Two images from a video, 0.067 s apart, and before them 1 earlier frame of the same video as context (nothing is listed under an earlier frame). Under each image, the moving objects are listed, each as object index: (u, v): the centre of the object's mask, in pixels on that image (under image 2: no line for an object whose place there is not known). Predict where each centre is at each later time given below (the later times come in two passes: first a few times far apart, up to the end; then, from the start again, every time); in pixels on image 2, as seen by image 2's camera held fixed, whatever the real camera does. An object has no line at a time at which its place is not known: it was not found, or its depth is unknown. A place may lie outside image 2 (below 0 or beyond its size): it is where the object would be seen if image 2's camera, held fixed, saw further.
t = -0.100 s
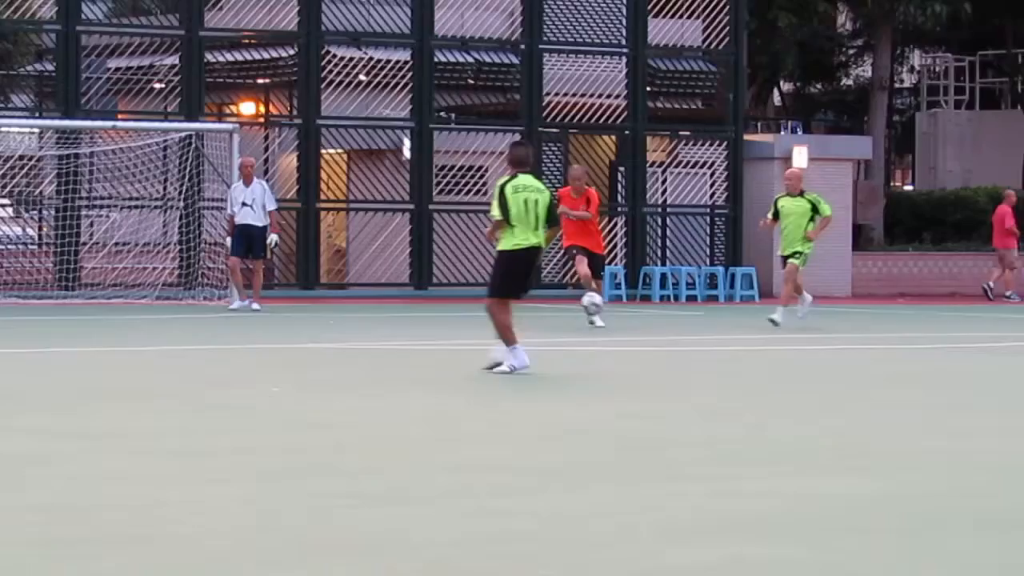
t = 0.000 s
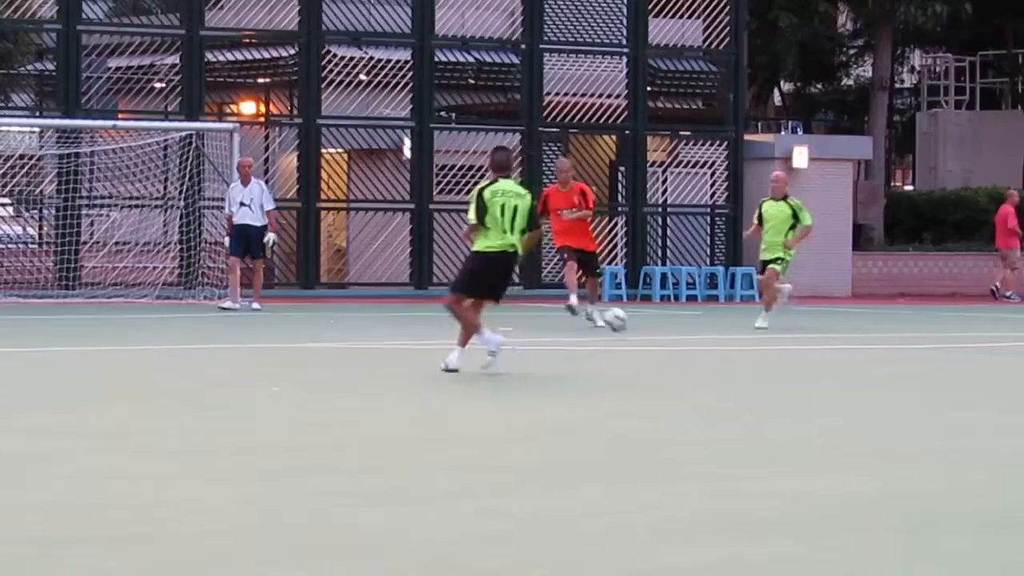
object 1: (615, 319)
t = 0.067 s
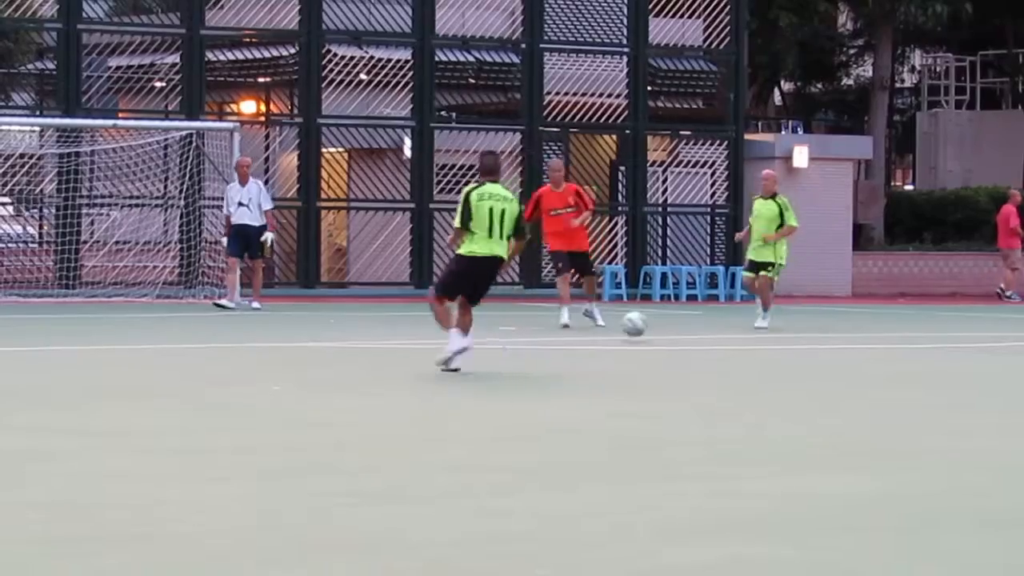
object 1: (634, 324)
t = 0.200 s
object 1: (670, 319)
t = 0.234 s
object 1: (679, 321)
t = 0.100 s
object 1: (642, 320)
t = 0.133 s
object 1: (651, 317)
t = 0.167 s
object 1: (661, 317)
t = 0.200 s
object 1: (670, 319)
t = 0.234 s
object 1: (679, 321)
